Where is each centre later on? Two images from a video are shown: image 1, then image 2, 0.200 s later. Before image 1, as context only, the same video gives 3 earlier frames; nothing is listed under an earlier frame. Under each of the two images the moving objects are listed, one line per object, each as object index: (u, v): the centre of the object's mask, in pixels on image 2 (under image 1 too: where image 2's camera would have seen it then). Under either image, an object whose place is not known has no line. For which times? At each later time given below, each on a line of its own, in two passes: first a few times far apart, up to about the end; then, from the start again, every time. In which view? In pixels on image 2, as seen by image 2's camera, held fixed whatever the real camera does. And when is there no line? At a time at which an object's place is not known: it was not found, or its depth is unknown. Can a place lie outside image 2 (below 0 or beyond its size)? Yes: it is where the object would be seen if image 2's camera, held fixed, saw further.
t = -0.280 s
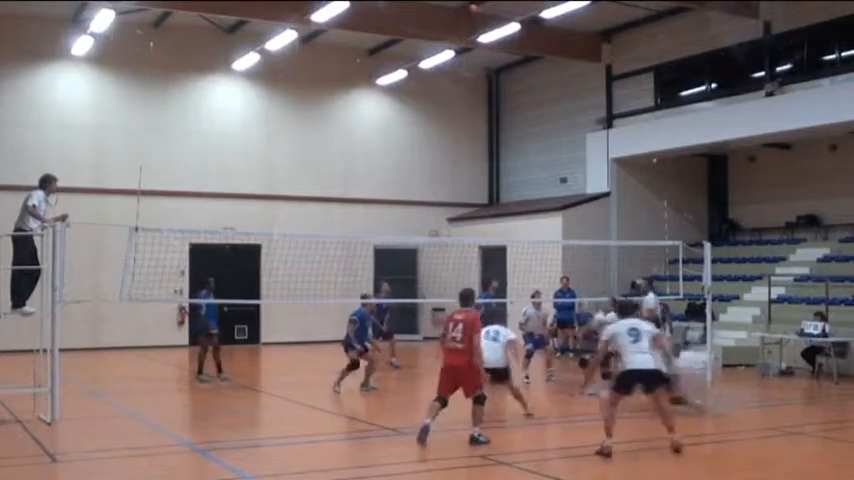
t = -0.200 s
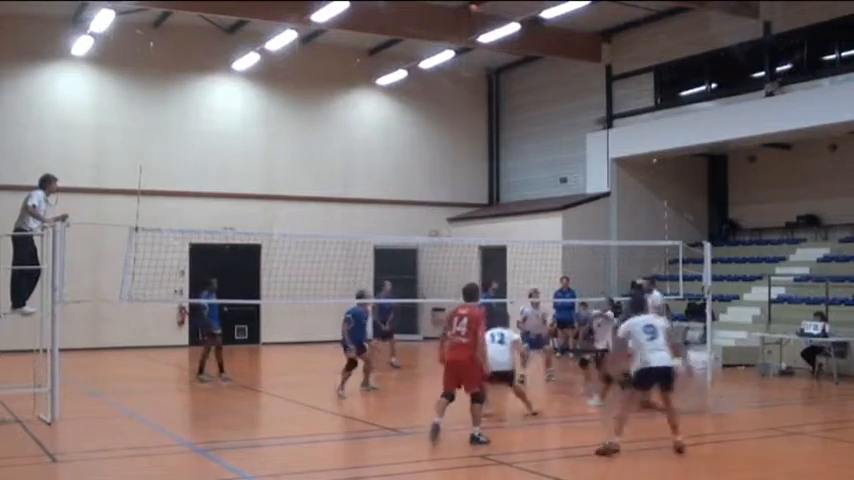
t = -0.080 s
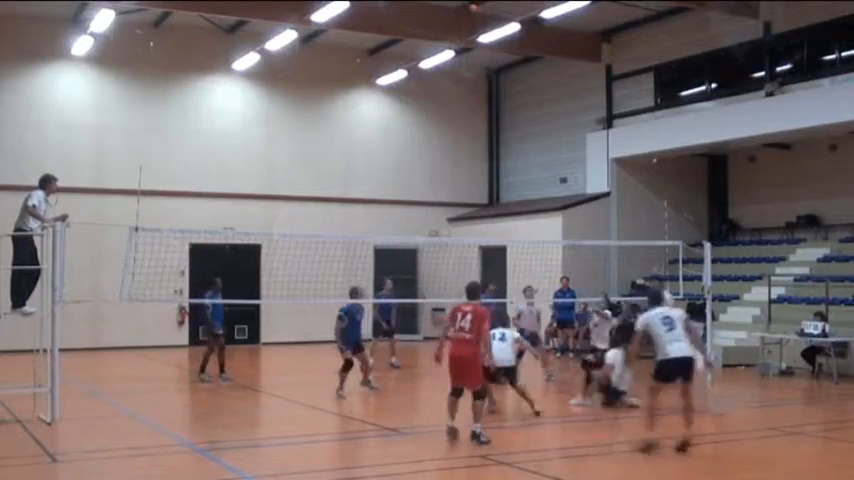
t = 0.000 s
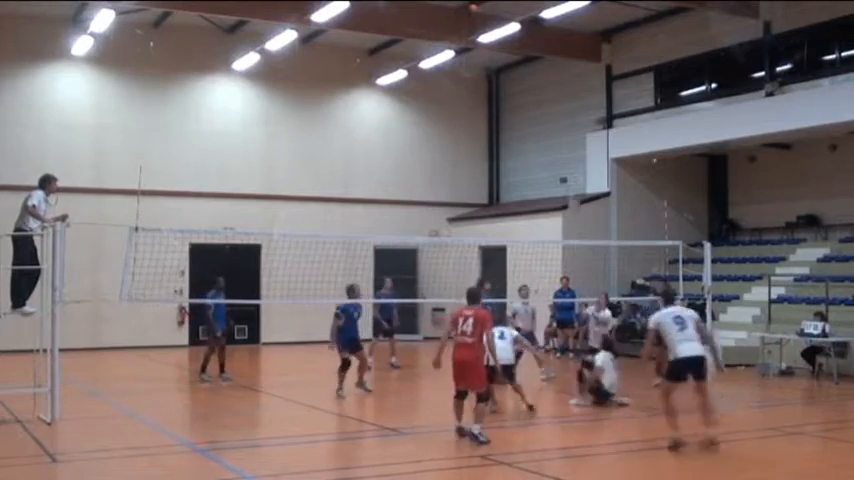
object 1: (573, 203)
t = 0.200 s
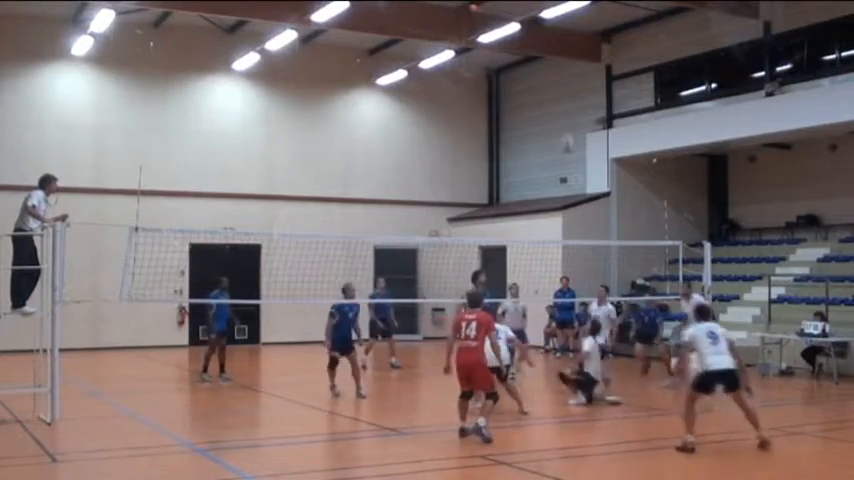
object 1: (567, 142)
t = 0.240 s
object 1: (565, 132)
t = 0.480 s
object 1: (558, 100)
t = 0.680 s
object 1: (552, 99)
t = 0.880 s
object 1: (548, 123)
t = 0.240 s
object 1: (565, 132)
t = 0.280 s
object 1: (565, 124)
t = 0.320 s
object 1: (565, 117)
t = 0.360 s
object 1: (562, 111)
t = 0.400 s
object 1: (561, 107)
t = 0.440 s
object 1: (560, 101)
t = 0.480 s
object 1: (558, 100)
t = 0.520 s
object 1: (557, 97)
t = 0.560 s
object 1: (556, 96)
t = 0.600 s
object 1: (555, 97)
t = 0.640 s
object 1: (554, 96)
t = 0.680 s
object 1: (552, 99)
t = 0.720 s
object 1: (552, 102)
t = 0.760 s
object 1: (552, 103)
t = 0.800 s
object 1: (549, 110)
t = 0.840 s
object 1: (548, 115)
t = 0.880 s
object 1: (548, 123)
